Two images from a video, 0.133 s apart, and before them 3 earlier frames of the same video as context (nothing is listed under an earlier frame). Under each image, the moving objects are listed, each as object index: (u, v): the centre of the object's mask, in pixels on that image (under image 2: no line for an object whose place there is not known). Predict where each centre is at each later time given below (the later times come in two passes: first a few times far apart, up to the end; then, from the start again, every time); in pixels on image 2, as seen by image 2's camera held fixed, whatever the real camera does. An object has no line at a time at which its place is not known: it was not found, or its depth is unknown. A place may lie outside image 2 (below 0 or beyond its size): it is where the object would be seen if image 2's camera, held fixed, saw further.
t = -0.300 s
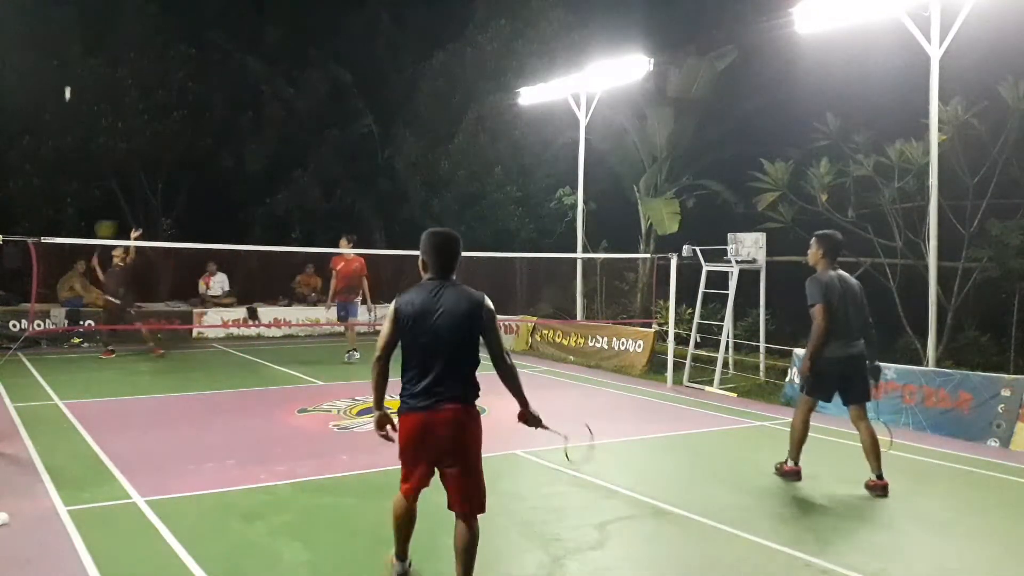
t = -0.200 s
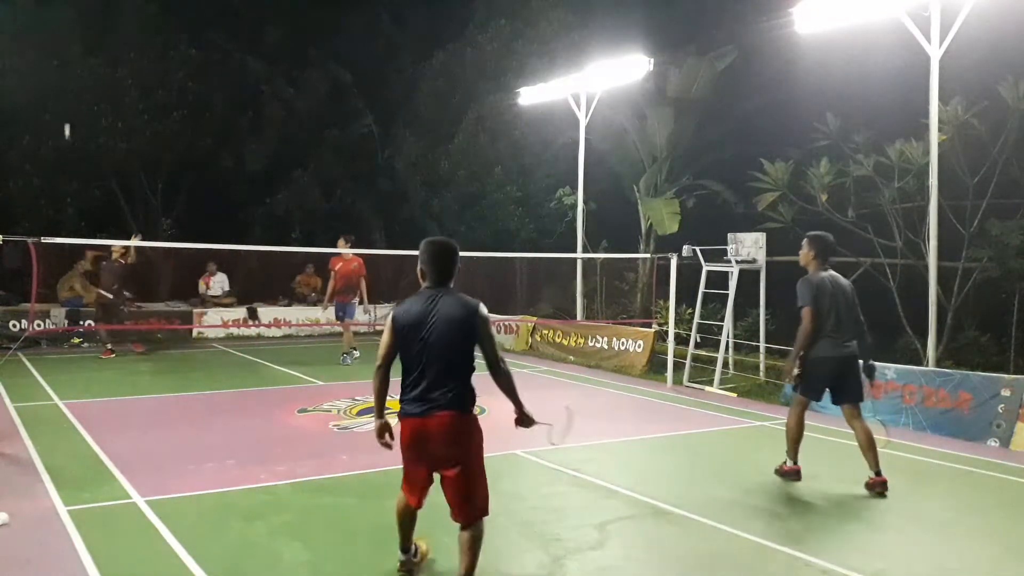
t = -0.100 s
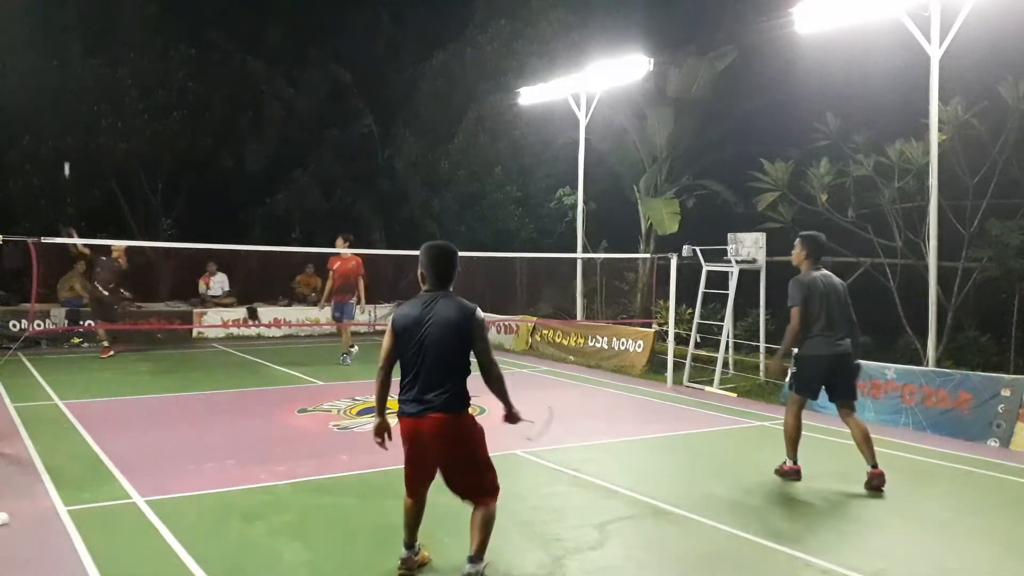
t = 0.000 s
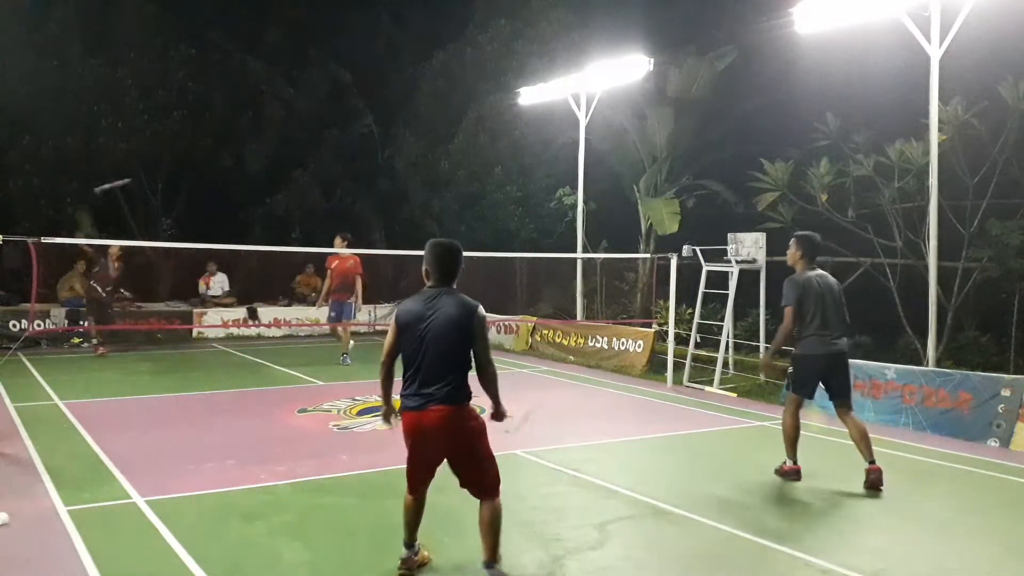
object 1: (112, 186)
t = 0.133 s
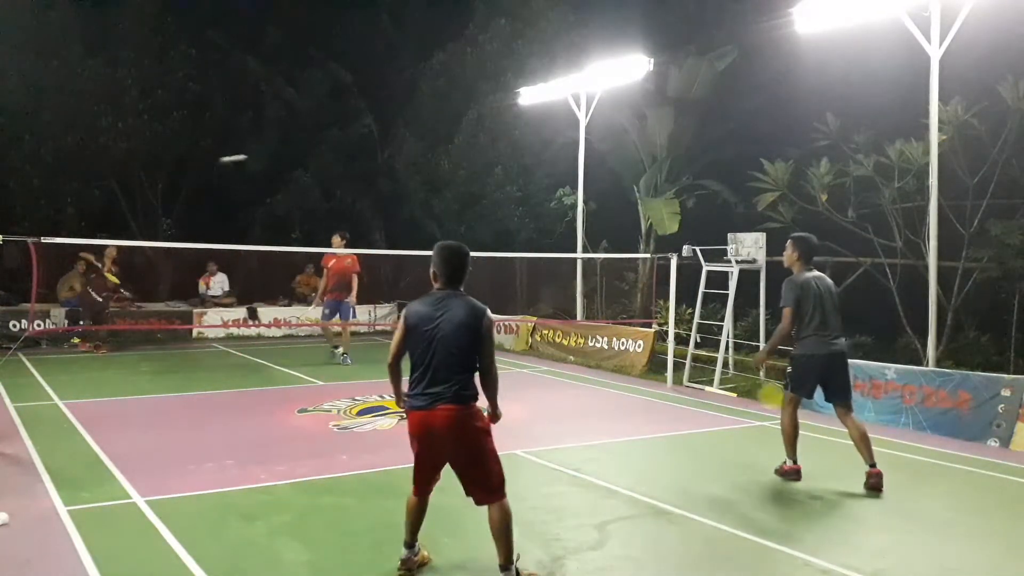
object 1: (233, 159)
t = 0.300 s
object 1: (344, 154)
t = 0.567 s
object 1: (478, 193)
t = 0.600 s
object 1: (493, 202)
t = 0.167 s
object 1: (258, 156)
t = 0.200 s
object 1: (281, 154)
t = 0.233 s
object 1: (303, 153)
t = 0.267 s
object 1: (324, 153)
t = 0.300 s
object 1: (344, 154)
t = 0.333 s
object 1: (364, 156)
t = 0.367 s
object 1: (382, 158)
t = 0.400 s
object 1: (399, 162)
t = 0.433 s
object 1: (417, 166)
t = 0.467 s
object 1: (433, 172)
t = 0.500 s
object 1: (448, 178)
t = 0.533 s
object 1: (464, 185)
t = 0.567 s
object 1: (478, 193)
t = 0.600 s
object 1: (493, 202)
